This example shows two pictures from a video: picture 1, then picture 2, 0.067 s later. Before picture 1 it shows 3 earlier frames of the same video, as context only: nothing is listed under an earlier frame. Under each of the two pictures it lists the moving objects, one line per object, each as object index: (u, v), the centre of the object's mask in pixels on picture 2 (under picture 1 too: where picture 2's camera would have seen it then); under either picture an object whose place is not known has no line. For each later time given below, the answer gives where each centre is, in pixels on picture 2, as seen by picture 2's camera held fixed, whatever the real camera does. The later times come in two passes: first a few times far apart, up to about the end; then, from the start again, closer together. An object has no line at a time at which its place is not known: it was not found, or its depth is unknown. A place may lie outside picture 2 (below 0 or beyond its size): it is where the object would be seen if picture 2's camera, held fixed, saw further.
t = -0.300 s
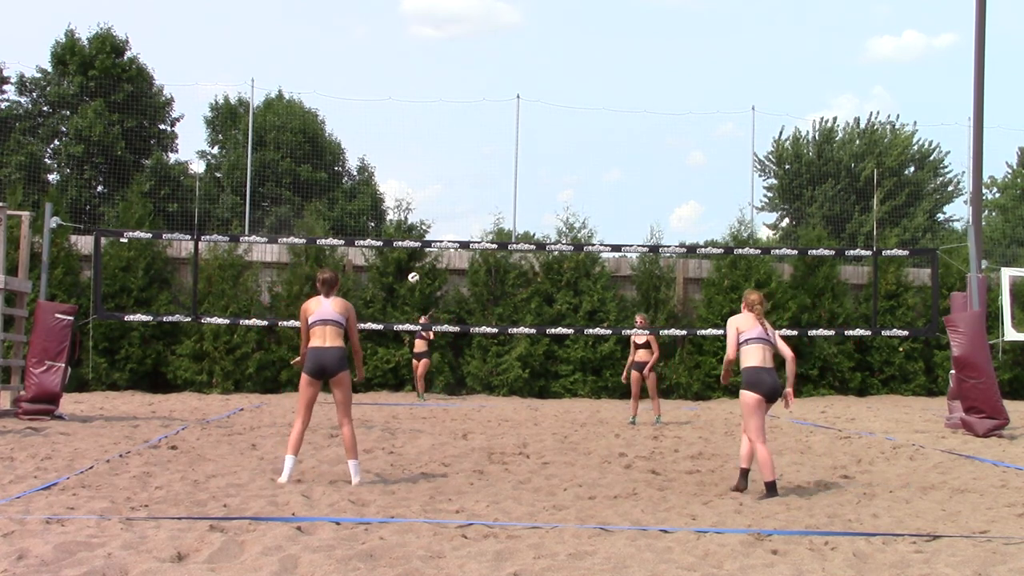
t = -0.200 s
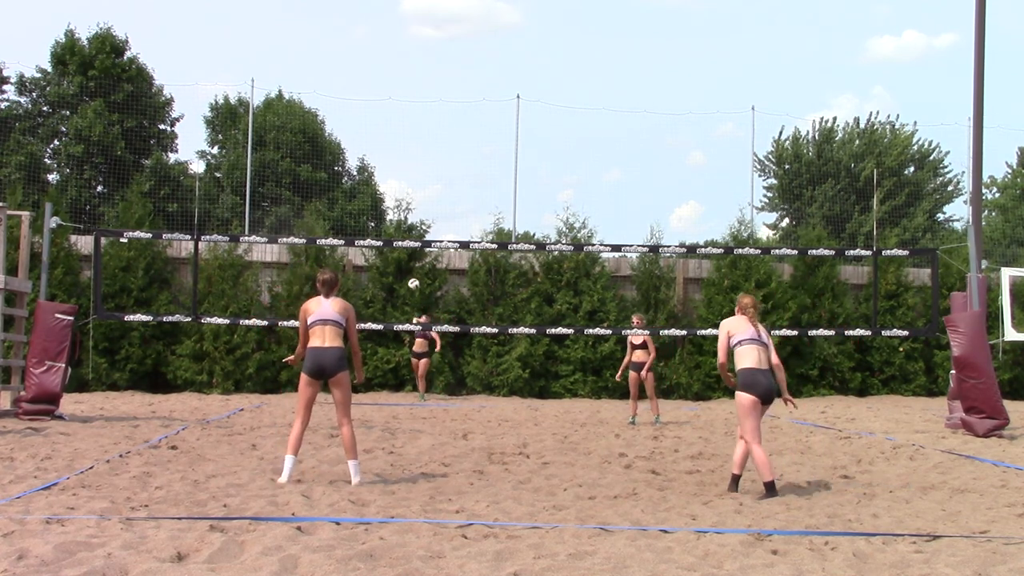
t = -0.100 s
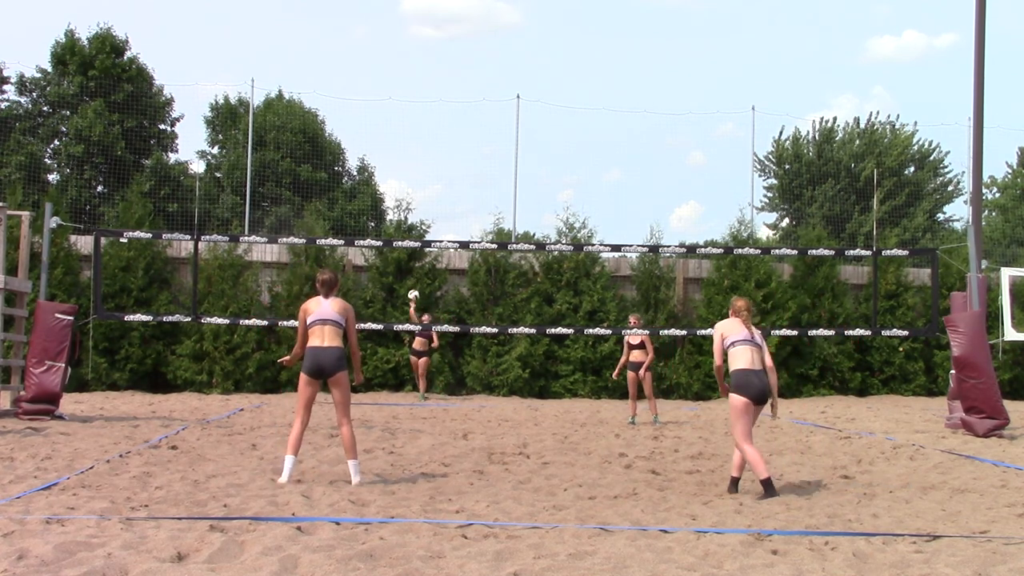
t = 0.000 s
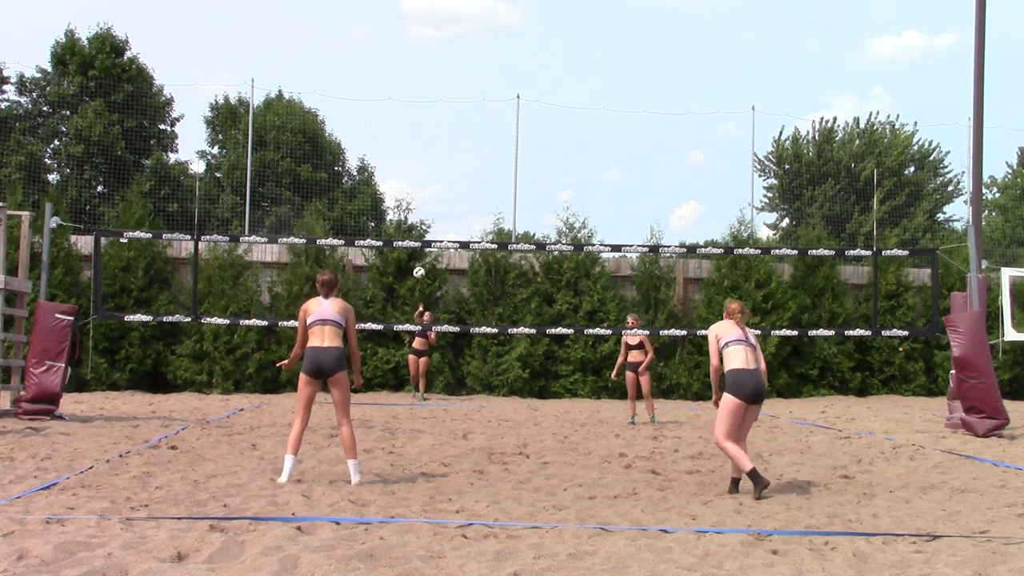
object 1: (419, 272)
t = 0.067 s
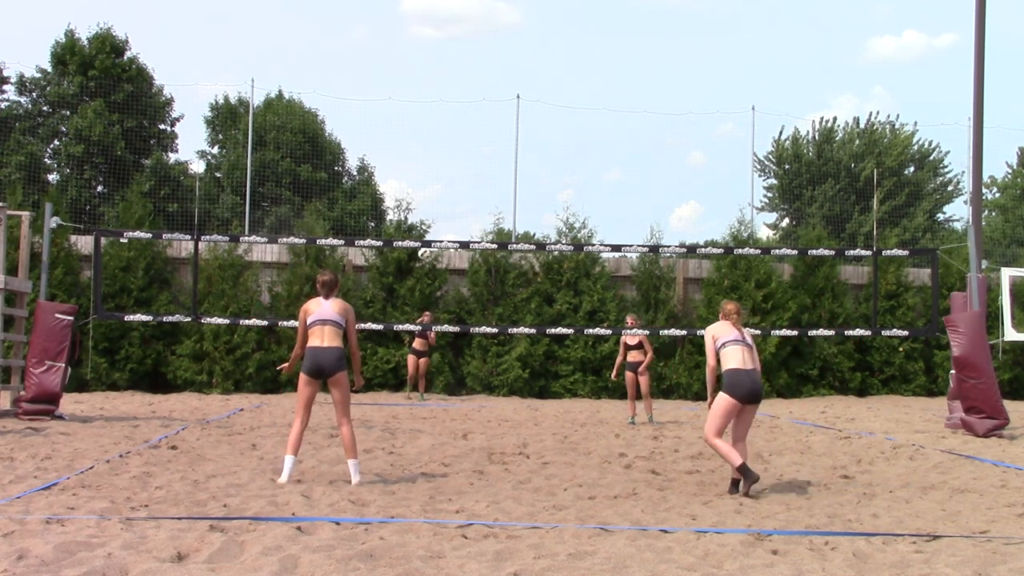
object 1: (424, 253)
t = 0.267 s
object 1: (442, 204)
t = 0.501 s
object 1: (475, 172)
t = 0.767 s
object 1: (529, 189)
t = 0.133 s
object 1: (429, 235)
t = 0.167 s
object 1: (432, 226)
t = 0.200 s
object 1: (436, 219)
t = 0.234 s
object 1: (439, 211)
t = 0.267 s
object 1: (442, 204)
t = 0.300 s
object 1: (447, 198)
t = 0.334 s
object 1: (451, 191)
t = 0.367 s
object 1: (455, 186)
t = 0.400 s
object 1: (460, 182)
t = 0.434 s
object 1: (465, 178)
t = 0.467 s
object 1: (469, 174)
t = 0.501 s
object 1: (475, 172)
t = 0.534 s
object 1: (480, 171)
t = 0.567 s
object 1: (486, 170)
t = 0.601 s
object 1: (492, 170)
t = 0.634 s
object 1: (499, 172)
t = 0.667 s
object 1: (506, 174)
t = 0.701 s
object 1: (513, 178)
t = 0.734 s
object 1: (521, 183)
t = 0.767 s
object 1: (529, 189)
